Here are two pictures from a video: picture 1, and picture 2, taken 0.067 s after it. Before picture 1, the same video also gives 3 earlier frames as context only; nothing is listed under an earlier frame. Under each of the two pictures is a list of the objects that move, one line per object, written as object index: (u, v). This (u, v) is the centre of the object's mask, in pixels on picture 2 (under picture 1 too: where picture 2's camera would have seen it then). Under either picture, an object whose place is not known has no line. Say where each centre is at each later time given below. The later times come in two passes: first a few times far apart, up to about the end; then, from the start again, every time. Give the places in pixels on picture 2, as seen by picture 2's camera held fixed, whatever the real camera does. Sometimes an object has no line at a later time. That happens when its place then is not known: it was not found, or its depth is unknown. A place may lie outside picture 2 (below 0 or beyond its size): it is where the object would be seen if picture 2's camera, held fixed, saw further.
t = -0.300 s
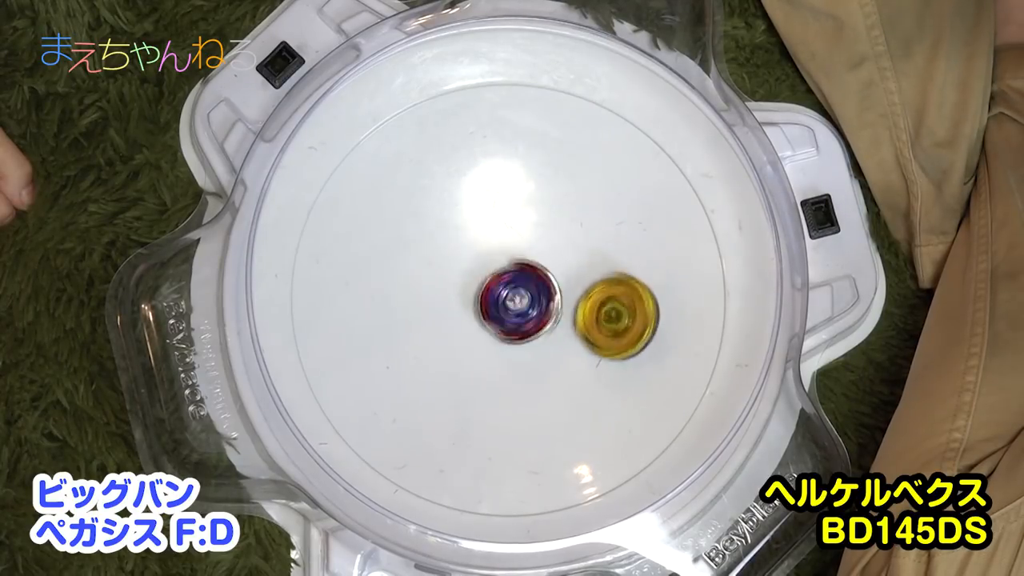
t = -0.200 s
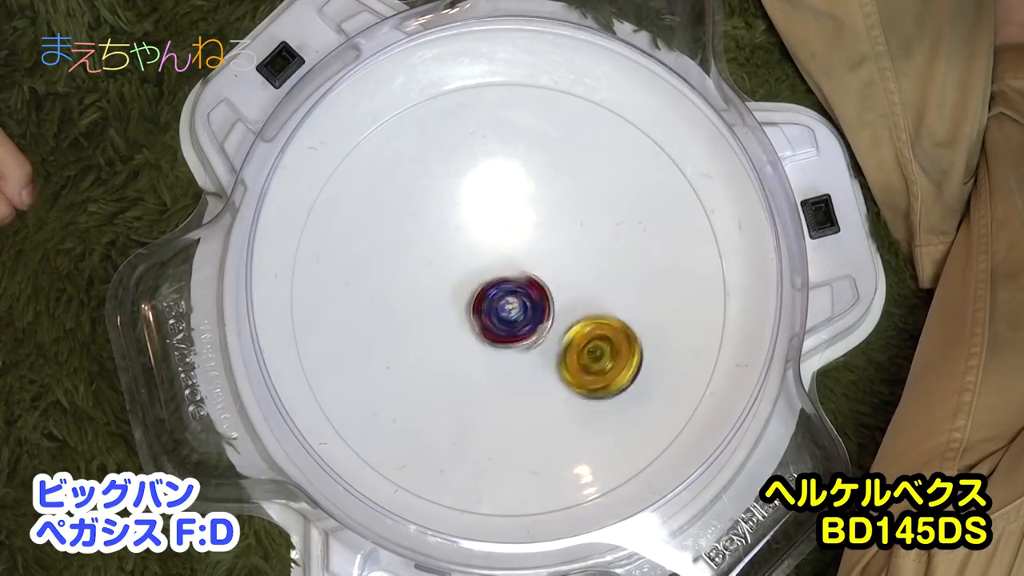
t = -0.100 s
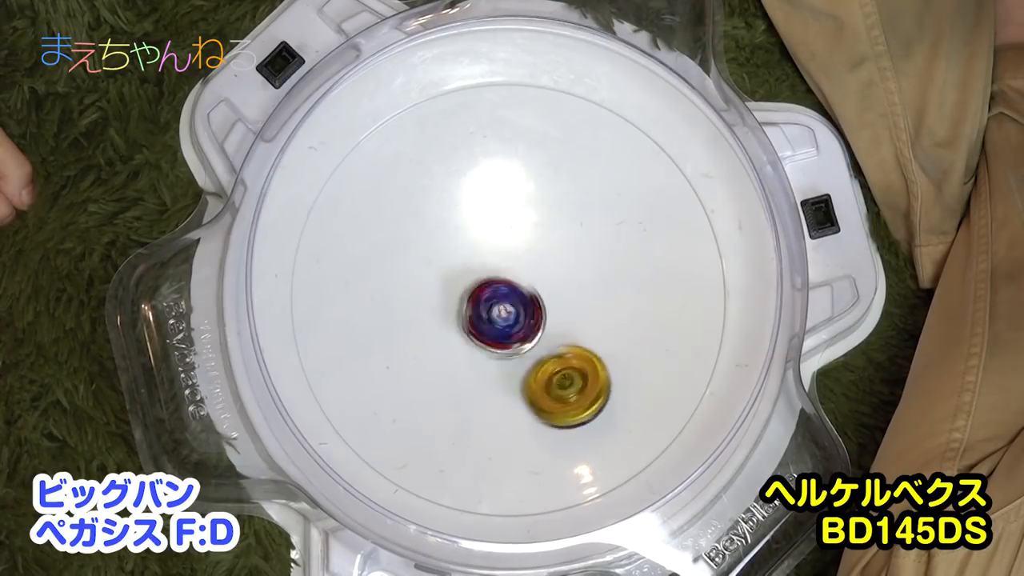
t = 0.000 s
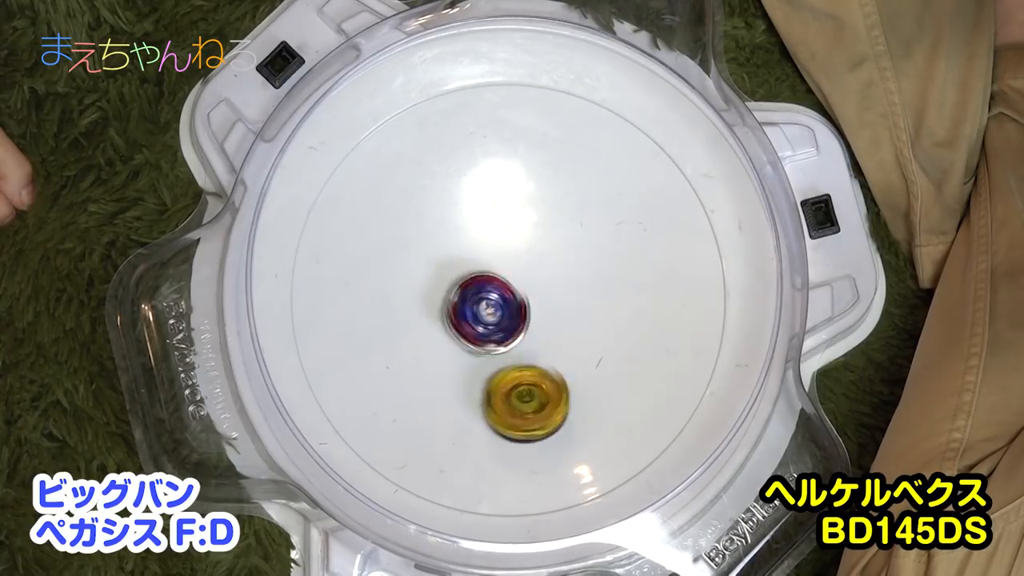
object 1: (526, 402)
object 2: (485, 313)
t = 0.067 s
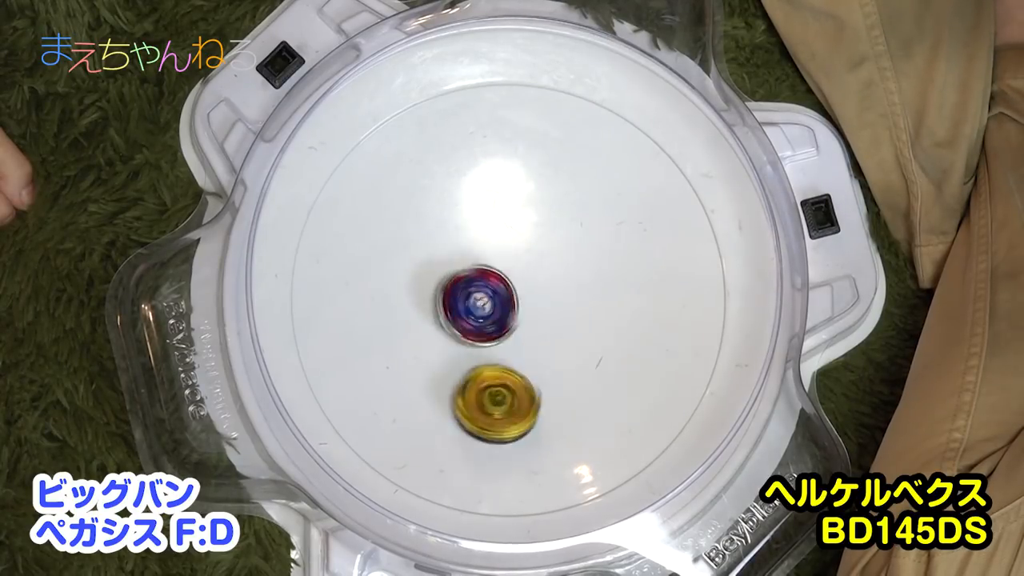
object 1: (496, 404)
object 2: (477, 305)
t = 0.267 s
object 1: (420, 366)
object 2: (471, 279)
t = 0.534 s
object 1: (406, 260)
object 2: (491, 244)
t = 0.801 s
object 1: (454, 197)
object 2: (520, 275)
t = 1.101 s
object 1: (571, 216)
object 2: (516, 353)
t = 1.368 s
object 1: (631, 278)
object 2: (540, 364)
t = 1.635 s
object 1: (618, 333)
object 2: (529, 358)
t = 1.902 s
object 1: (576, 393)
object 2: (530, 320)
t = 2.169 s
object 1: (562, 379)
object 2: (523, 321)
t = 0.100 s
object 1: (481, 401)
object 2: (475, 304)
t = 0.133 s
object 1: (467, 397)
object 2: (473, 301)
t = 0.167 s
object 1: (454, 392)
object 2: (471, 296)
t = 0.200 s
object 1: (441, 385)
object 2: (470, 290)
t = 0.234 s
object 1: (429, 375)
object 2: (470, 283)
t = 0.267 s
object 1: (420, 366)
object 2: (471, 279)
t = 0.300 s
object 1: (412, 354)
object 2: (472, 275)
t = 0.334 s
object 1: (406, 342)
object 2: (473, 270)
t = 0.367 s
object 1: (401, 329)
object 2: (476, 264)
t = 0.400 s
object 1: (399, 315)
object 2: (478, 259)
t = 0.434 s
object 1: (398, 301)
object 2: (481, 255)
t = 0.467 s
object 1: (399, 288)
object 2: (485, 251)
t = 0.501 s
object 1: (402, 273)
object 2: (488, 247)
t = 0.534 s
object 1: (406, 260)
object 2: (491, 244)
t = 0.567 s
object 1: (405, 246)
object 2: (499, 242)
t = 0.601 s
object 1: (403, 233)
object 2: (508, 243)
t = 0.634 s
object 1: (407, 223)
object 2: (514, 249)
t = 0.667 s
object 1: (413, 214)
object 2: (514, 258)
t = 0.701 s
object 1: (421, 208)
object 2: (516, 265)
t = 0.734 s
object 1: (431, 202)
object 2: (518, 267)
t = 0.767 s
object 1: (442, 199)
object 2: (520, 270)
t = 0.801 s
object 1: (454, 197)
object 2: (520, 275)
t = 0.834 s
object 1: (468, 196)
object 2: (522, 276)
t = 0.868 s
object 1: (482, 198)
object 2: (521, 279)
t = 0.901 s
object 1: (493, 201)
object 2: (518, 282)
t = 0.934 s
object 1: (507, 200)
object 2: (515, 292)
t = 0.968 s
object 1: (522, 196)
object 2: (512, 306)
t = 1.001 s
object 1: (538, 197)
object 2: (509, 322)
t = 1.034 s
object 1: (550, 202)
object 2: (510, 333)
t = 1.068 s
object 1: (561, 208)
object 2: (512, 343)
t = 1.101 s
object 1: (571, 216)
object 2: (516, 353)
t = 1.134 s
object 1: (581, 224)
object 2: (520, 358)
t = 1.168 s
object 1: (591, 232)
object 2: (524, 360)
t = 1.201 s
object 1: (600, 240)
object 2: (527, 362)
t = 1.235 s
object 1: (608, 248)
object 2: (531, 364)
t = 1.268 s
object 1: (615, 256)
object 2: (534, 365)
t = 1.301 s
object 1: (622, 264)
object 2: (537, 365)
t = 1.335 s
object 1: (627, 272)
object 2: (539, 365)
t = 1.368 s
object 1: (631, 278)
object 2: (540, 364)
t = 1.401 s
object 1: (634, 285)
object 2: (541, 365)
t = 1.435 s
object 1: (636, 291)
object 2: (541, 365)
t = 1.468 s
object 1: (636, 298)
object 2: (541, 365)
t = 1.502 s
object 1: (635, 304)
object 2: (539, 364)
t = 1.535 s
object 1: (633, 311)
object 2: (538, 364)
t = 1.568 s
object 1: (630, 317)
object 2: (535, 363)
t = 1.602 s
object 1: (624, 325)
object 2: (533, 361)
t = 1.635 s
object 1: (618, 333)
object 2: (529, 358)
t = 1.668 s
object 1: (610, 341)
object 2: (527, 354)
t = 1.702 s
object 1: (602, 349)
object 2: (526, 351)
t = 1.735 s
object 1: (594, 357)
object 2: (526, 347)
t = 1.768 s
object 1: (589, 367)
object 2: (523, 341)
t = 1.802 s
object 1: (584, 376)
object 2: (523, 335)
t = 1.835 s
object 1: (581, 384)
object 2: (524, 328)
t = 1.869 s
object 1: (577, 390)
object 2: (527, 323)
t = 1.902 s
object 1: (576, 393)
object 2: (530, 320)
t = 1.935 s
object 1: (575, 395)
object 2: (534, 319)
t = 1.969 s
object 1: (574, 396)
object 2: (536, 319)
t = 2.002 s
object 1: (573, 395)
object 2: (536, 319)
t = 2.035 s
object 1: (572, 392)
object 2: (536, 319)
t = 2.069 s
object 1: (571, 389)
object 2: (534, 319)
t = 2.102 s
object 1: (570, 385)
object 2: (531, 319)
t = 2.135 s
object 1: (566, 382)
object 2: (527, 319)
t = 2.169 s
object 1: (562, 379)
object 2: (523, 321)
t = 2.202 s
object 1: (557, 378)
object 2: (521, 324)
